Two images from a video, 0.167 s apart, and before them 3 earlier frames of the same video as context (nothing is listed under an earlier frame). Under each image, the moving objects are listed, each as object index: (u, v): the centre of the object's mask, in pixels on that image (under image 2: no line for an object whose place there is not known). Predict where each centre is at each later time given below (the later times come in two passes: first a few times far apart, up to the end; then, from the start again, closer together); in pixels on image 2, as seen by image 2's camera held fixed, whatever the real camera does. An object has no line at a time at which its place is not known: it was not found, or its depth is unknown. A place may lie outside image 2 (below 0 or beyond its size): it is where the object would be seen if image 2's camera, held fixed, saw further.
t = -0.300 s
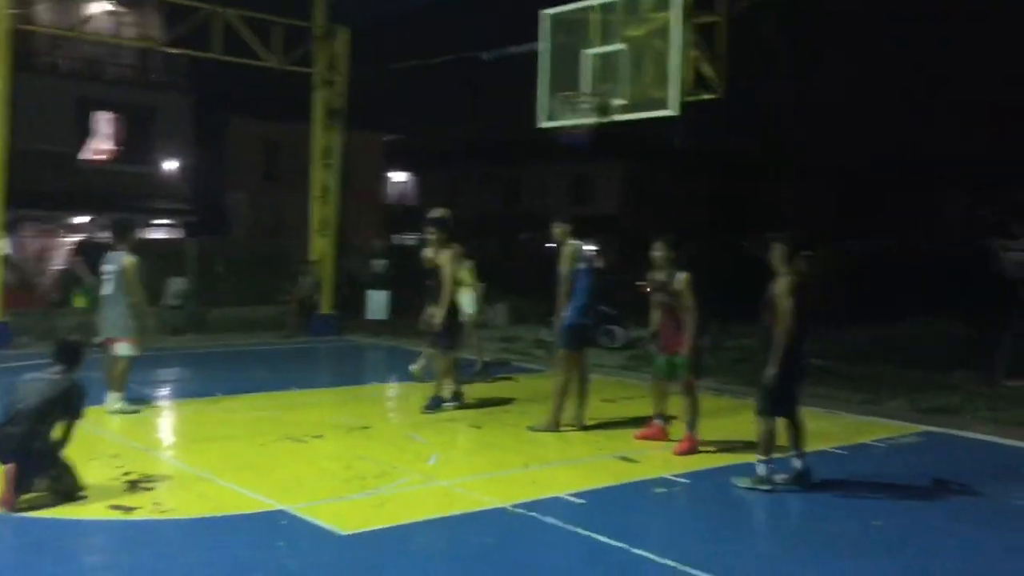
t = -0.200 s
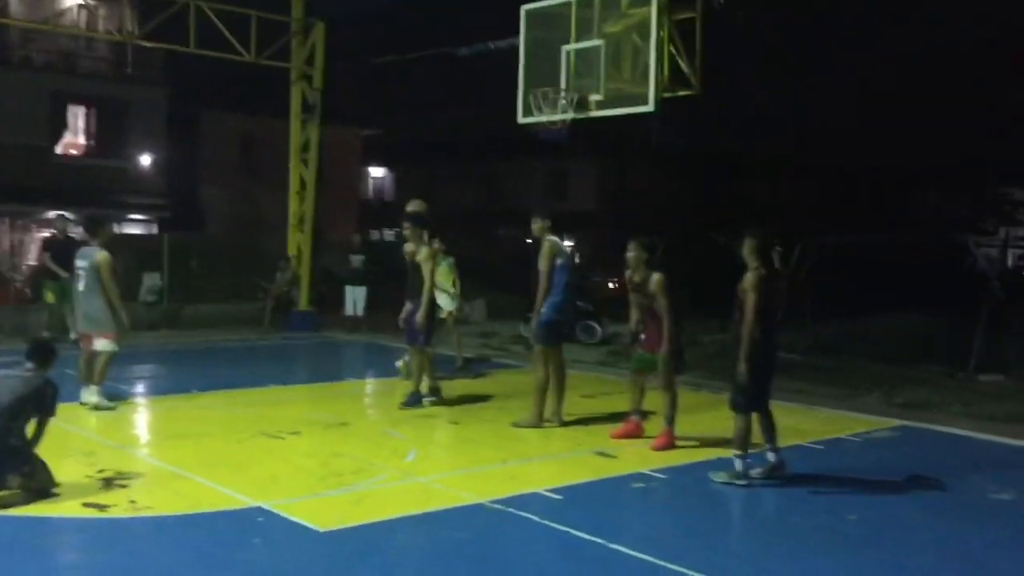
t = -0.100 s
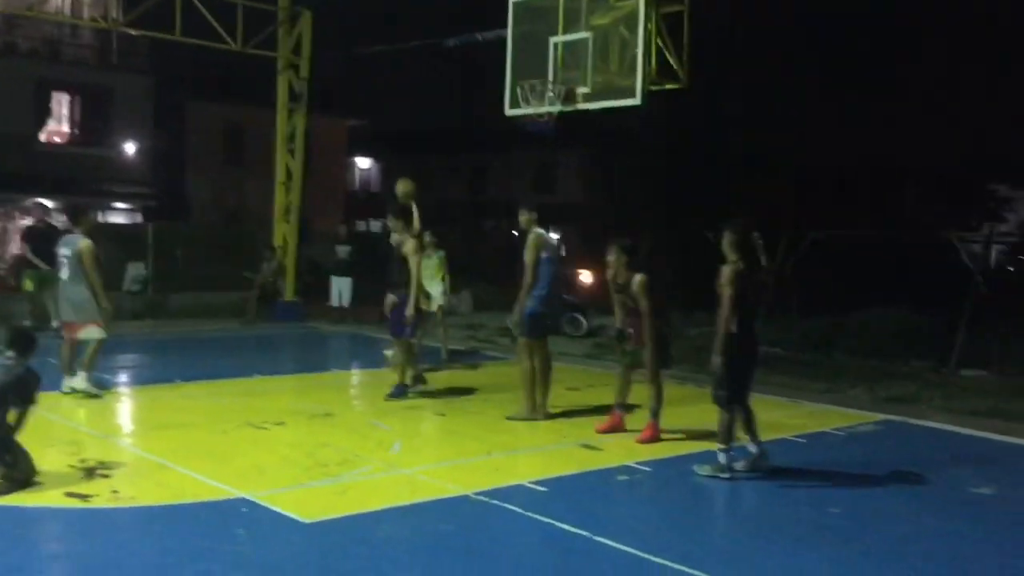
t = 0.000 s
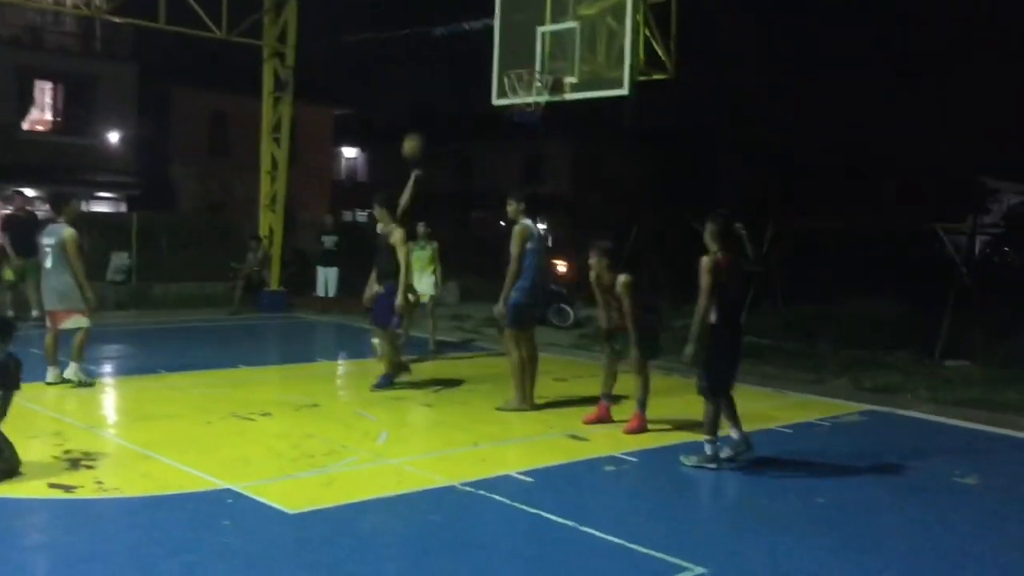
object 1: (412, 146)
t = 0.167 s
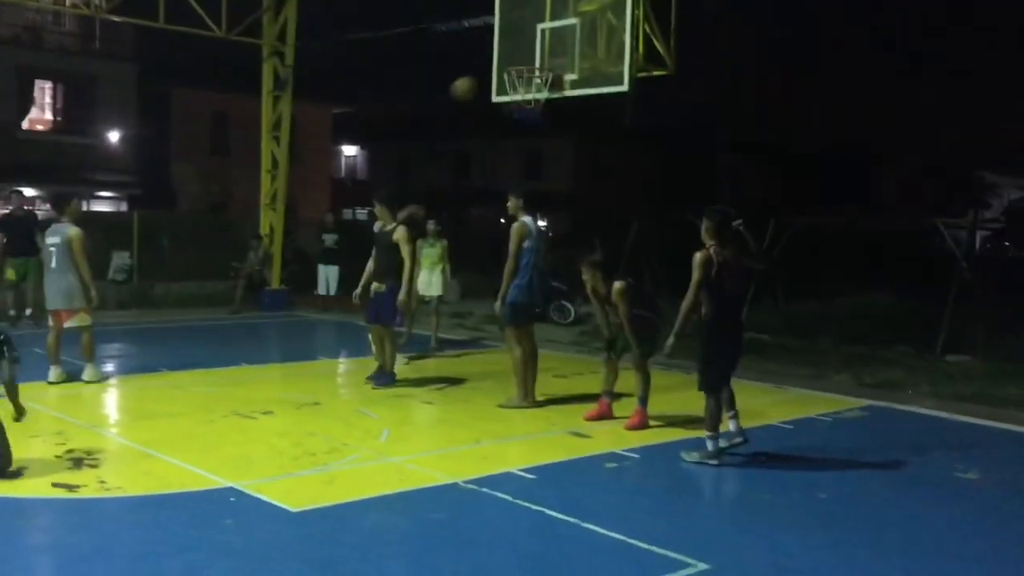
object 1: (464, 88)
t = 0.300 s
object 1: (505, 59)
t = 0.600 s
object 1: (504, 56)
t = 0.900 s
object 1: (477, 89)
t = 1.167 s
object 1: (452, 191)
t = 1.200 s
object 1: (449, 209)
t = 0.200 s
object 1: (474, 80)
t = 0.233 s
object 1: (482, 72)
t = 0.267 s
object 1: (492, 66)
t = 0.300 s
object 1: (505, 59)
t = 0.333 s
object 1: (507, 56)
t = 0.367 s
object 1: (507, 56)
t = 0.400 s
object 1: (508, 56)
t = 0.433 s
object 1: (508, 57)
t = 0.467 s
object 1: (511, 59)
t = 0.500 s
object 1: (511, 61)
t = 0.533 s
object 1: (509, 59)
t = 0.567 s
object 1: (507, 56)
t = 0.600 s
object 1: (504, 56)
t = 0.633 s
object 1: (501, 55)
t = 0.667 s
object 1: (498, 56)
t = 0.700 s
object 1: (496, 57)
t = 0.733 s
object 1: (492, 60)
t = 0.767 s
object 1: (489, 63)
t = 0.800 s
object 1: (486, 68)
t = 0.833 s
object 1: (483, 74)
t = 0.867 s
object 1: (480, 81)
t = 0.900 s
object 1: (477, 89)
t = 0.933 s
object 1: (474, 98)
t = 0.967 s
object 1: (470, 108)
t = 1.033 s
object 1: (463, 131)
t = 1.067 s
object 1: (460, 144)
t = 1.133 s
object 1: (455, 175)
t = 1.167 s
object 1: (452, 191)
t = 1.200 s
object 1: (449, 209)
